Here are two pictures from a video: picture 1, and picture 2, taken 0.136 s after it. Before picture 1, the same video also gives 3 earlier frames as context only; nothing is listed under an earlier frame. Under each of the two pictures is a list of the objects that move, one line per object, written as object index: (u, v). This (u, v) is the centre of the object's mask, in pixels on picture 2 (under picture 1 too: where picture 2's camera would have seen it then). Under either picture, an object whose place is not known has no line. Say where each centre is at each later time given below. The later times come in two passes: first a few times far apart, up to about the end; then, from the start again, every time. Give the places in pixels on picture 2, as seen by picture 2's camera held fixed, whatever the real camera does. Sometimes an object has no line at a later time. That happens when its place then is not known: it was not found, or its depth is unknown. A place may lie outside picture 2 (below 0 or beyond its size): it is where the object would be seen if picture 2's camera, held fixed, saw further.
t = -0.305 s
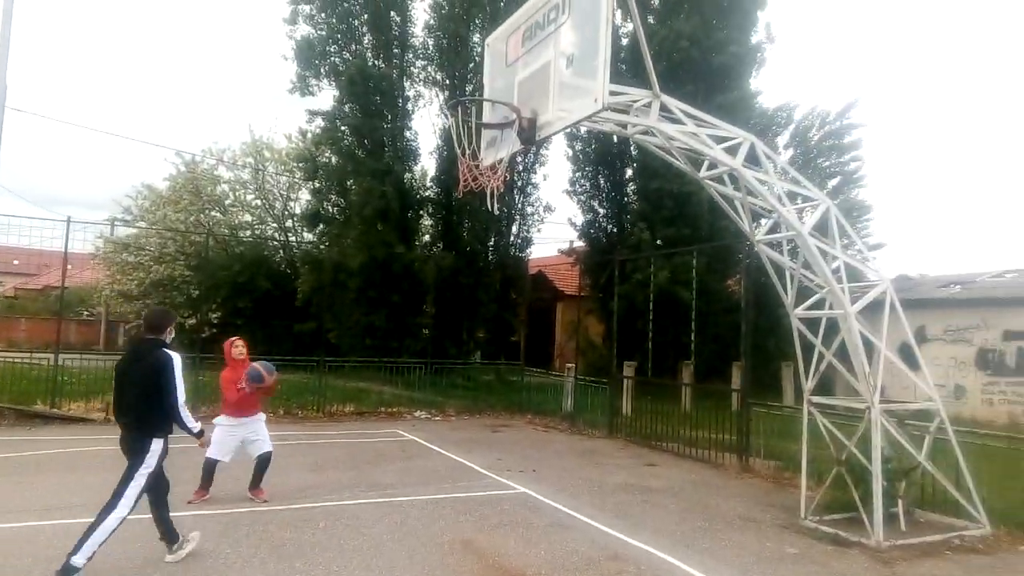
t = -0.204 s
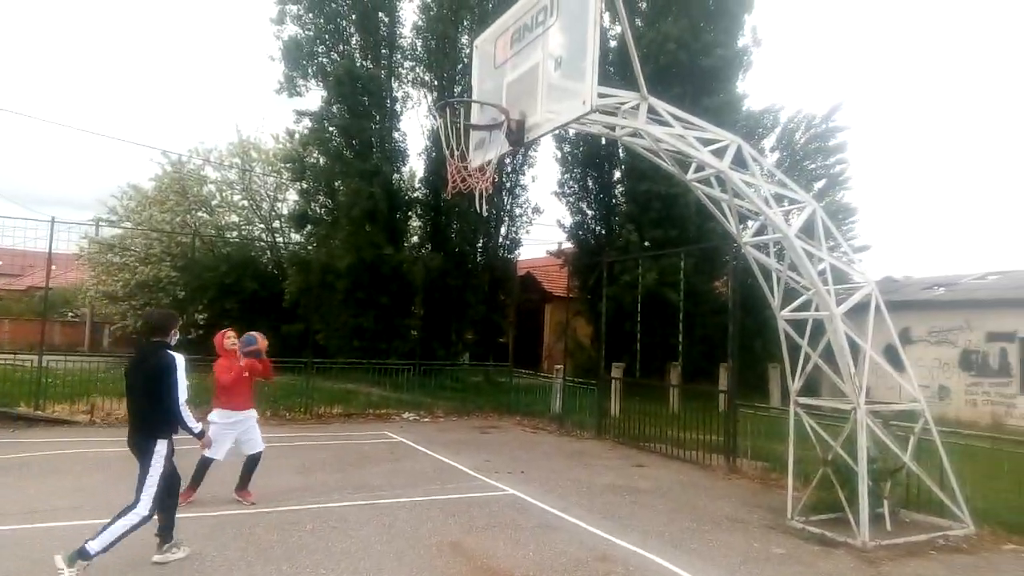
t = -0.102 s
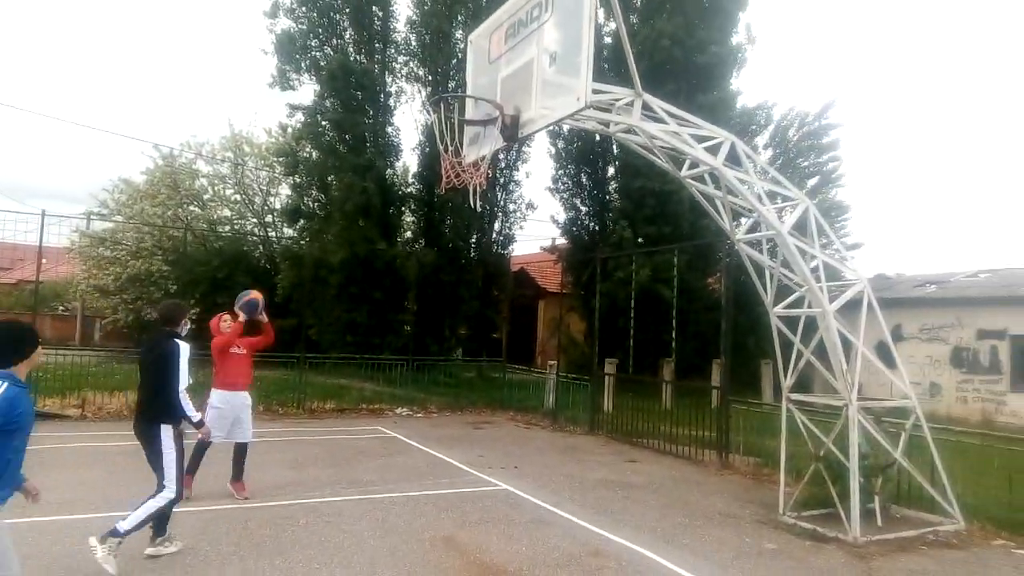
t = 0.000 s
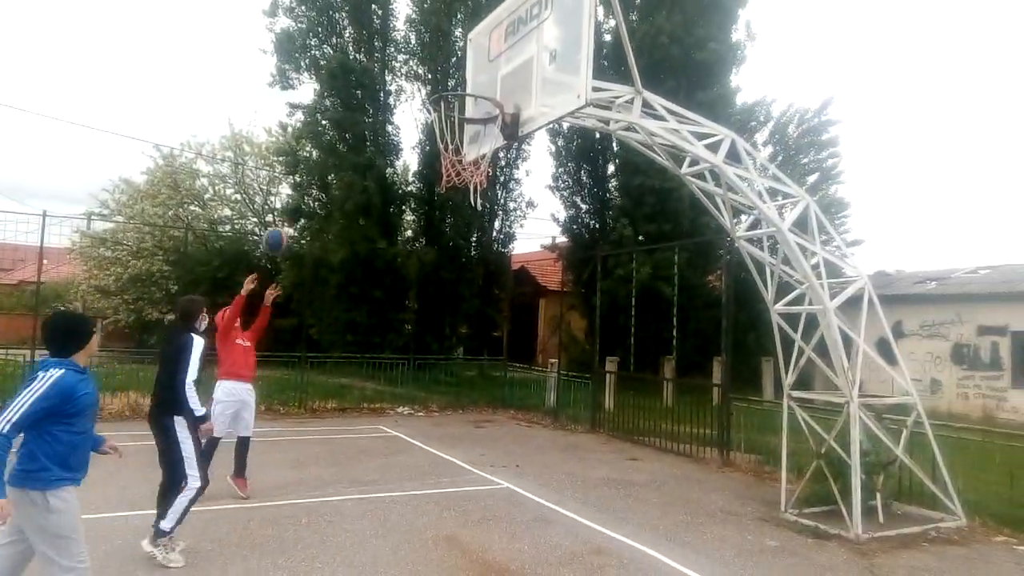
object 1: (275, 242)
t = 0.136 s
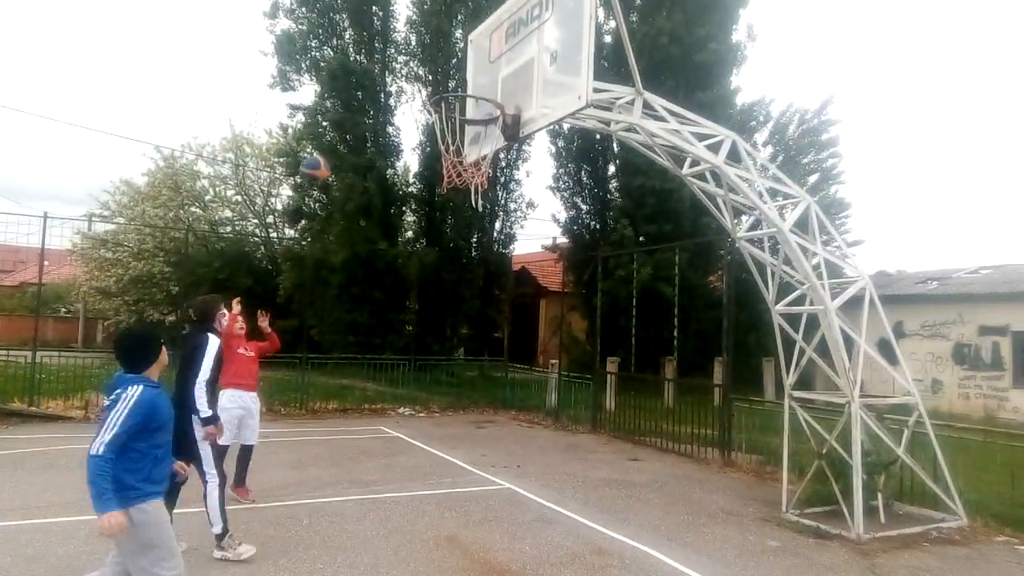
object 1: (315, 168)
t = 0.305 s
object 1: (364, 102)
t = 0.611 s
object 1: (459, 60)
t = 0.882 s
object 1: (479, 106)
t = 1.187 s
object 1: (423, 144)
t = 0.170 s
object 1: (324, 154)
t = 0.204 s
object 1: (334, 140)
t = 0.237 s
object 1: (345, 127)
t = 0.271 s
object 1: (354, 115)
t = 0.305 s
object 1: (364, 102)
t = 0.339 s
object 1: (374, 93)
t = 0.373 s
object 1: (383, 83)
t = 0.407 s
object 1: (394, 78)
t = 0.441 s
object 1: (405, 71)
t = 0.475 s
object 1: (415, 66)
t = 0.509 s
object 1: (426, 63)
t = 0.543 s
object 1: (437, 60)
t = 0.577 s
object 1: (448, 60)
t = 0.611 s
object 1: (459, 60)
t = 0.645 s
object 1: (471, 62)
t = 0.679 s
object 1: (481, 66)
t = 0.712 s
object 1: (493, 71)
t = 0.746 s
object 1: (492, 75)
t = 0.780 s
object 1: (490, 80)
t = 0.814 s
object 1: (488, 86)
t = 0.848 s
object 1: (486, 95)
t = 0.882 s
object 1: (479, 106)
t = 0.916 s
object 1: (468, 112)
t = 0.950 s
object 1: (455, 119)
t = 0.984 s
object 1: (448, 126)
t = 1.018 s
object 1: (434, 128)
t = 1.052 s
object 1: (431, 131)
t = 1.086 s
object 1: (425, 129)
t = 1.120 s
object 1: (424, 138)
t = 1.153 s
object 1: (423, 140)
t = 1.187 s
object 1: (423, 144)
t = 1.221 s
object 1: (422, 151)
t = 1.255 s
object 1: (421, 155)
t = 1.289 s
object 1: (420, 164)
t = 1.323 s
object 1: (423, 177)
